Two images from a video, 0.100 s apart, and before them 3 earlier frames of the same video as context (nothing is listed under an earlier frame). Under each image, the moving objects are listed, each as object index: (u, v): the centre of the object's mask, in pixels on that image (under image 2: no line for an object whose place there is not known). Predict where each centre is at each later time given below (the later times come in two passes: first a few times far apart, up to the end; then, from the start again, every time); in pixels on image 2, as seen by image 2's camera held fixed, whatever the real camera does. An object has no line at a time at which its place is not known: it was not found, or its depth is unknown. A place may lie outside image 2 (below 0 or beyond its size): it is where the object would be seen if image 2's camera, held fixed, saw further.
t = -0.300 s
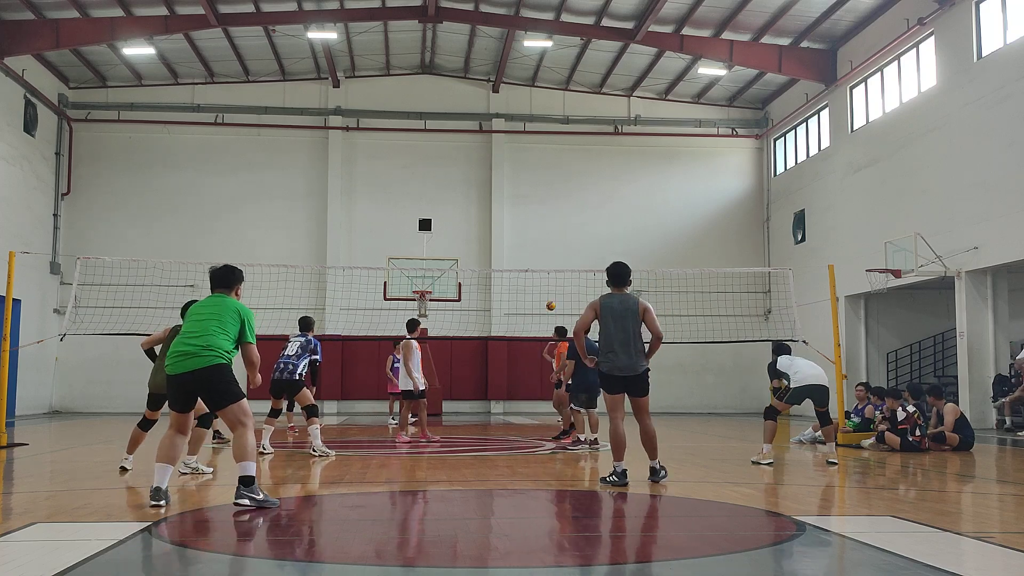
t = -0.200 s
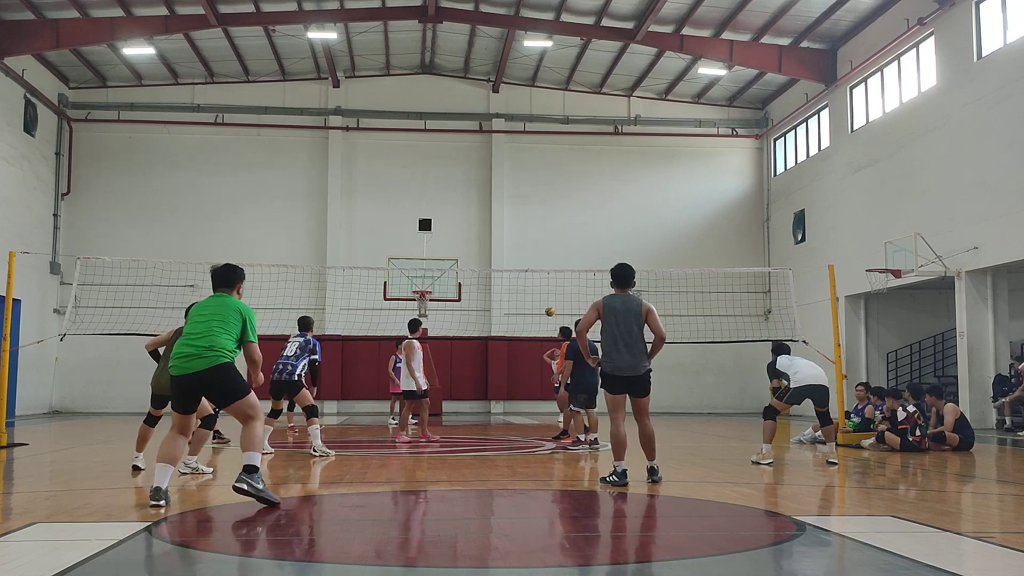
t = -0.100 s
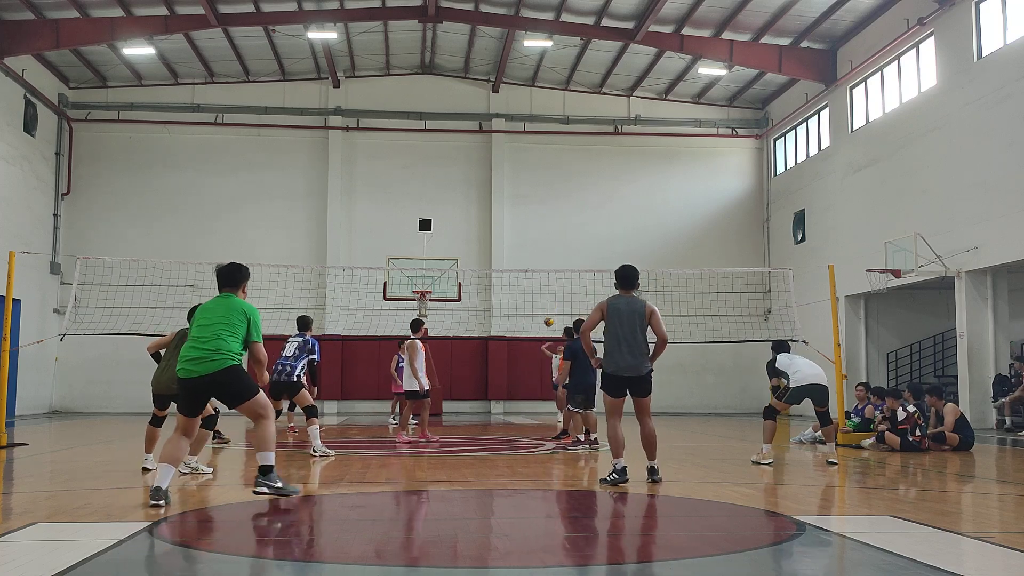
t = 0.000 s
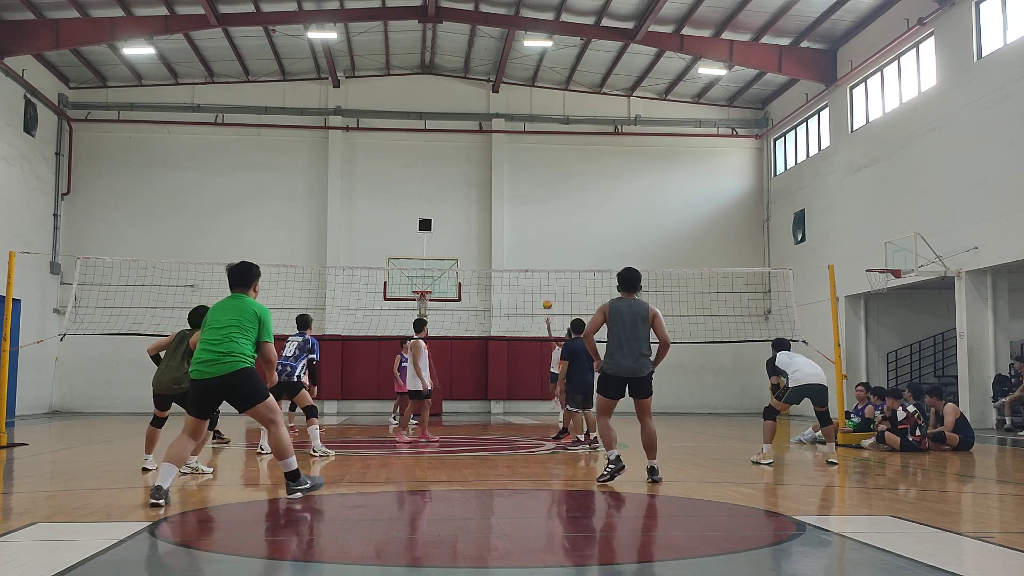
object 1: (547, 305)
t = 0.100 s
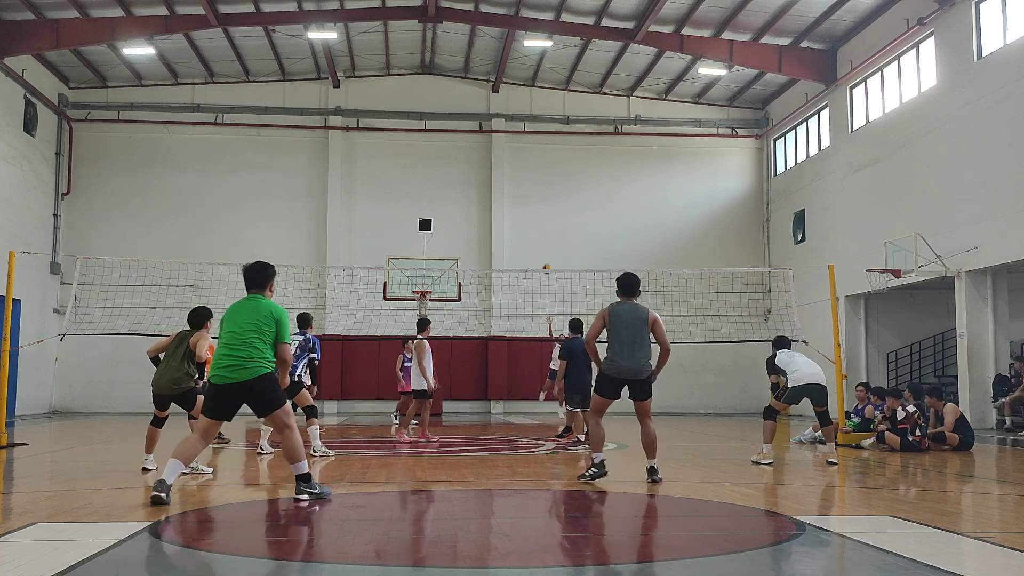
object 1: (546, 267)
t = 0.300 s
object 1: (546, 205)
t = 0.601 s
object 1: (551, 131)
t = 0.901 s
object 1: (559, 95)
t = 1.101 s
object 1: (567, 106)
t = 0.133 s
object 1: (546, 258)
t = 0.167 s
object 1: (546, 246)
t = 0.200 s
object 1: (546, 235)
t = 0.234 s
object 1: (547, 224)
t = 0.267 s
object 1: (546, 214)
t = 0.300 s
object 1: (546, 205)
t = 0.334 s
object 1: (547, 195)
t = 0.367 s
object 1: (547, 185)
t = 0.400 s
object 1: (548, 177)
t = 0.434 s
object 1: (548, 168)
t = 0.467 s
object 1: (549, 160)
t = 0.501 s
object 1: (549, 152)
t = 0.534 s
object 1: (550, 144)
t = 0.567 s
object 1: (551, 137)
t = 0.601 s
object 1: (551, 131)
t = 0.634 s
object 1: (552, 124)
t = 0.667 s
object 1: (553, 118)
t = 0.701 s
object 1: (554, 113)
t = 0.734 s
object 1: (555, 109)
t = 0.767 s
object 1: (555, 105)
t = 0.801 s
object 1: (556, 101)
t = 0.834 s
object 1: (557, 99)
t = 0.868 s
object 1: (558, 96)
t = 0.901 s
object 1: (559, 95)
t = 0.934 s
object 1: (560, 95)
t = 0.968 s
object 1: (561, 95)
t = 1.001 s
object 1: (563, 96)
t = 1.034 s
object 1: (564, 99)
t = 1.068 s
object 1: (565, 102)
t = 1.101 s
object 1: (567, 106)
